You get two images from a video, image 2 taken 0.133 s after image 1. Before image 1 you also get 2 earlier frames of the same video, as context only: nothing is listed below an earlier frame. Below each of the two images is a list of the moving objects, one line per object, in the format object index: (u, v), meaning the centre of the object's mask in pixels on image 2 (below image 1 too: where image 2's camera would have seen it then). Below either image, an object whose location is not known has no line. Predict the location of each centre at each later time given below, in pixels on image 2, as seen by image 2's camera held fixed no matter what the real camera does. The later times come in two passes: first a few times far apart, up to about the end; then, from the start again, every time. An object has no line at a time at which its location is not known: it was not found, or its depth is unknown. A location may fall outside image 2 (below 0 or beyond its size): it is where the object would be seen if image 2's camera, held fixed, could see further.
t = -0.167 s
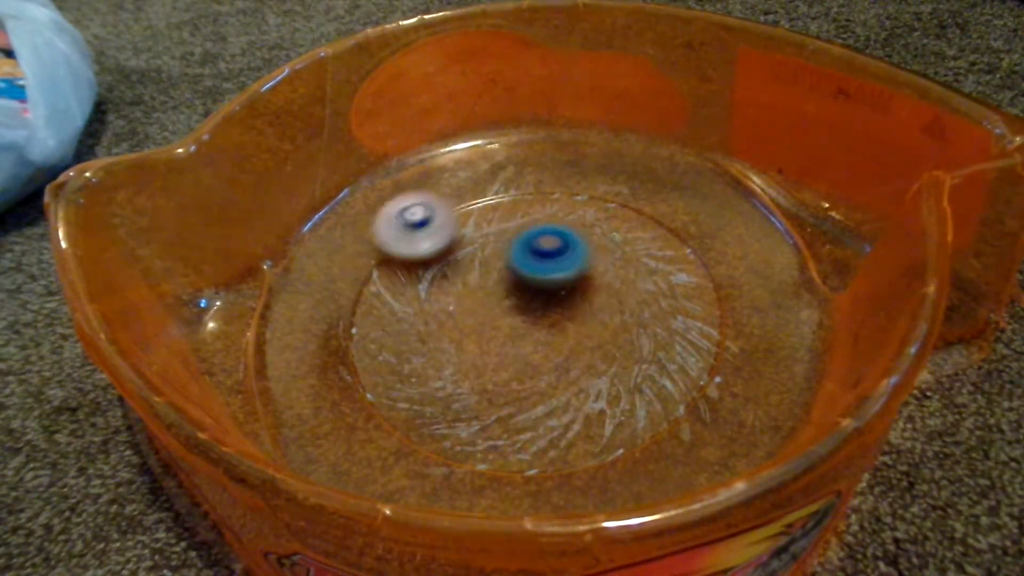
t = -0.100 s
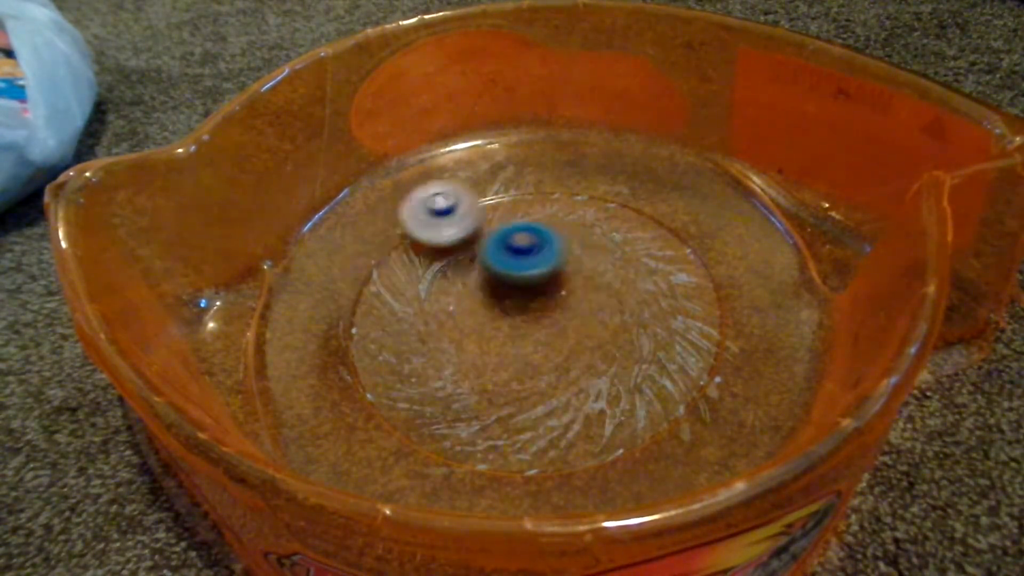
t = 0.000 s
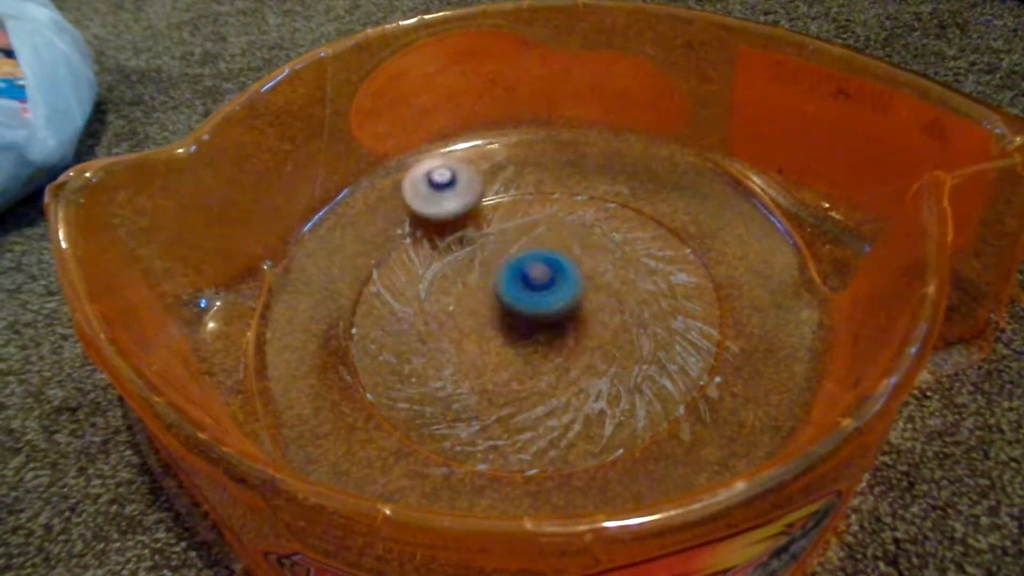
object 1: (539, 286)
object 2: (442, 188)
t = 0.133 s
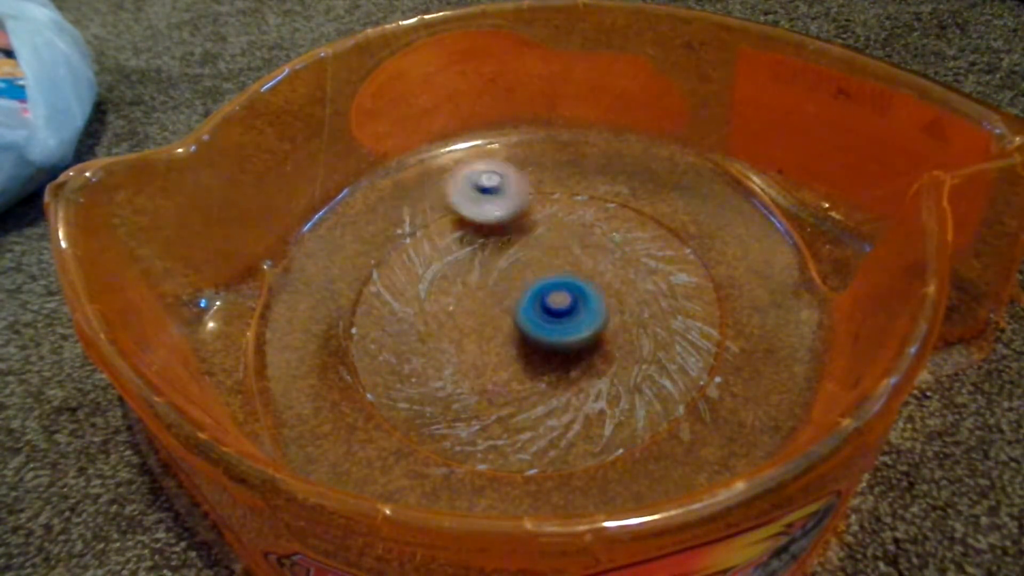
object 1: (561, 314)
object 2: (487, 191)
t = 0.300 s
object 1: (582, 318)
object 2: (535, 247)
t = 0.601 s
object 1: (689, 329)
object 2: (420, 220)
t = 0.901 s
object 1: (601, 299)
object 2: (443, 234)
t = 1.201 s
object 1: (586, 389)
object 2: (408, 271)
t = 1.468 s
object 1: (627, 393)
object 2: (421, 221)
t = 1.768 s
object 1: (548, 364)
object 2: (495, 285)
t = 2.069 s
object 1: (673, 443)
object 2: (418, 171)
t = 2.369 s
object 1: (606, 340)
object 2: (558, 226)
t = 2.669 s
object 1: (462, 367)
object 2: (594, 284)
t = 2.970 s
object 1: (394, 368)
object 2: (530, 395)
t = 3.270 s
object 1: (338, 306)
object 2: (645, 432)
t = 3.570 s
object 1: (418, 285)
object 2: (597, 388)
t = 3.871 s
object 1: (487, 238)
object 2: (554, 335)
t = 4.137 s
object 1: (550, 213)
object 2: (609, 269)
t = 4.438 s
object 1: (613, 220)
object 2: (626, 303)
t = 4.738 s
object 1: (643, 252)
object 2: (524, 283)
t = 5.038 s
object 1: (650, 294)
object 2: (524, 229)
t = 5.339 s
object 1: (607, 337)
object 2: (559, 271)
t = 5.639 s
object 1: (530, 387)
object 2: (461, 314)
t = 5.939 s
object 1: (492, 397)
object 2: (457, 266)
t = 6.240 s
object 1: (455, 368)
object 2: (532, 279)
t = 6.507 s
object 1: (457, 368)
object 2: (545, 320)
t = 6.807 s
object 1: (445, 387)
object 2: (696, 260)
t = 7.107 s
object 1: (475, 304)
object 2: (623, 312)
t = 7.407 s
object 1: (479, 228)
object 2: (521, 292)
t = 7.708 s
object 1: (488, 191)
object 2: (456, 253)
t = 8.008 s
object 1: (516, 204)
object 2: (410, 355)
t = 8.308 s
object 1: (591, 251)
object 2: (417, 346)
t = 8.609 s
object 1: (630, 312)
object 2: (510, 355)
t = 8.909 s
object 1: (709, 299)
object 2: (415, 395)
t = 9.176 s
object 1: (623, 302)
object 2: (454, 339)
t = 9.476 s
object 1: (615, 288)
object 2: (393, 305)
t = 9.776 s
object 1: (546, 279)
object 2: (433, 249)
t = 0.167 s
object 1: (566, 316)
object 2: (503, 198)
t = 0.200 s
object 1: (570, 318)
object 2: (514, 207)
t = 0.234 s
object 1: (574, 319)
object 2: (524, 219)
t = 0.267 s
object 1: (578, 319)
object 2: (530, 232)
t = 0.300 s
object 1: (582, 318)
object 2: (535, 247)
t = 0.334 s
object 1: (586, 318)
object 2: (535, 259)
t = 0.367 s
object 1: (618, 341)
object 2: (512, 256)
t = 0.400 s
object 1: (655, 367)
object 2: (484, 245)
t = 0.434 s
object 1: (685, 384)
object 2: (462, 237)
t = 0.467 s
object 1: (693, 381)
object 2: (446, 232)
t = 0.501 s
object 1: (697, 373)
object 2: (436, 230)
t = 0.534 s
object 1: (699, 363)
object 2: (430, 227)
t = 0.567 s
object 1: (695, 344)
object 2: (424, 223)
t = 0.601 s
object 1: (689, 329)
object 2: (420, 220)
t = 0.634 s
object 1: (682, 318)
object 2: (419, 218)
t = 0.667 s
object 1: (676, 309)
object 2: (422, 219)
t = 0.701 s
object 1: (668, 302)
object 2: (423, 220)
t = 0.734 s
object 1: (658, 297)
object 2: (424, 221)
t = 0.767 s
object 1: (647, 294)
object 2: (427, 223)
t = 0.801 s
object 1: (634, 294)
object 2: (430, 225)
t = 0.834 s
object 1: (623, 294)
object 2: (434, 227)
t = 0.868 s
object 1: (612, 296)
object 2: (438, 231)
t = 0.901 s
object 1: (601, 299)
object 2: (443, 234)
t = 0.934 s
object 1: (590, 303)
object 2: (448, 240)
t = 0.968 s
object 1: (580, 308)
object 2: (452, 247)
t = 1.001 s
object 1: (570, 313)
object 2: (457, 253)
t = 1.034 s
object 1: (560, 318)
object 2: (460, 263)
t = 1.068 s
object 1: (551, 324)
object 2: (464, 272)
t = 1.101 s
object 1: (543, 329)
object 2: (465, 284)
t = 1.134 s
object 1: (539, 338)
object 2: (460, 291)
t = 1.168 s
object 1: (563, 365)
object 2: (431, 281)
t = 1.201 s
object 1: (586, 389)
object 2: (408, 271)
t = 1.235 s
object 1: (603, 408)
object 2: (393, 261)
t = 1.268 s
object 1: (616, 421)
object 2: (385, 252)
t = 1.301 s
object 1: (626, 425)
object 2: (385, 242)
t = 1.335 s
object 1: (633, 416)
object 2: (394, 238)
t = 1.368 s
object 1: (635, 407)
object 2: (403, 234)
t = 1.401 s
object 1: (634, 401)
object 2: (409, 229)
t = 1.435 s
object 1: (632, 397)
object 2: (415, 225)
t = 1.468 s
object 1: (627, 393)
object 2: (421, 221)
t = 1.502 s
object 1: (620, 388)
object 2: (430, 220)
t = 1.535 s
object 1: (612, 383)
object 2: (439, 220)
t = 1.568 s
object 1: (602, 379)
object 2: (451, 223)
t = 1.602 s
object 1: (593, 376)
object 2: (461, 229)
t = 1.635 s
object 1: (583, 373)
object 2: (472, 237)
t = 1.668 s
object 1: (575, 371)
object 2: (482, 247)
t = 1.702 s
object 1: (566, 368)
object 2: (488, 258)
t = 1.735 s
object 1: (557, 367)
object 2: (493, 273)
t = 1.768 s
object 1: (548, 364)
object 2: (495, 285)
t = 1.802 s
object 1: (540, 364)
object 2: (493, 298)
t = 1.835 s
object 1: (559, 399)
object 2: (470, 285)
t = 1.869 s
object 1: (593, 441)
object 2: (438, 255)
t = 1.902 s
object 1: (610, 445)
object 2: (415, 229)
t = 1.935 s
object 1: (627, 459)
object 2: (402, 209)
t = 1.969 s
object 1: (638, 462)
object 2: (398, 192)
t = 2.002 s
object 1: (651, 458)
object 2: (400, 182)
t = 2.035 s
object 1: (664, 451)
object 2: (407, 175)
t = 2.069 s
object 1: (673, 443)
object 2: (418, 171)
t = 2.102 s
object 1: (679, 430)
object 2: (431, 170)
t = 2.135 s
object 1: (680, 416)
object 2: (452, 170)
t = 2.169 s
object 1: (678, 402)
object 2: (470, 172)
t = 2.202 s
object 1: (673, 387)
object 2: (491, 176)
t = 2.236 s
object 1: (665, 372)
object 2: (509, 182)
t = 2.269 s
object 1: (652, 361)
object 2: (527, 190)
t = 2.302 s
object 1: (636, 352)
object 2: (538, 200)
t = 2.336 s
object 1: (623, 345)
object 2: (549, 212)
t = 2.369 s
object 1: (606, 340)
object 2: (558, 226)
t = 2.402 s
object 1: (591, 334)
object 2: (566, 237)
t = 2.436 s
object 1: (576, 329)
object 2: (573, 250)
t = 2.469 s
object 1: (559, 333)
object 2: (578, 257)
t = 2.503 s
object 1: (542, 347)
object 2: (581, 254)
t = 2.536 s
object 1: (524, 354)
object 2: (585, 253)
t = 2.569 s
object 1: (506, 360)
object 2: (588, 258)
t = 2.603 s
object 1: (489, 363)
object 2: (589, 265)
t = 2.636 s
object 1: (474, 365)
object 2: (592, 273)
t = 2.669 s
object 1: (462, 367)
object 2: (594, 284)
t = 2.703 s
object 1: (452, 367)
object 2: (595, 295)
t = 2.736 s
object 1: (442, 367)
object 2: (594, 310)
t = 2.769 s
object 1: (432, 368)
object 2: (592, 323)
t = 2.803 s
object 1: (424, 367)
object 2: (586, 336)
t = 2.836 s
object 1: (415, 368)
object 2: (579, 349)
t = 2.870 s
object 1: (408, 368)
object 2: (569, 362)
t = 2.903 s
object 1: (401, 368)
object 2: (557, 375)
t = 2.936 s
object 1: (396, 368)
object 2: (545, 385)
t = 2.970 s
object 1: (394, 368)
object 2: (530, 395)
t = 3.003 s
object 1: (393, 368)
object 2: (513, 402)
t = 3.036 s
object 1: (393, 368)
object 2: (495, 406)
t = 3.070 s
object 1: (381, 362)
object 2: (494, 416)
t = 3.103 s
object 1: (346, 341)
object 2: (534, 435)
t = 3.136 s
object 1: (333, 324)
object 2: (569, 448)
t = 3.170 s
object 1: (329, 313)
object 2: (599, 451)
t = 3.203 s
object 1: (328, 306)
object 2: (623, 448)
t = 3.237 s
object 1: (332, 305)
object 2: (638, 441)
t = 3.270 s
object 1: (338, 306)
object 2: (645, 432)
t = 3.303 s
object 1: (347, 309)
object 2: (645, 422)
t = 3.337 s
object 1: (358, 314)
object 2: (643, 411)
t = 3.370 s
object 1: (368, 316)
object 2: (637, 402)
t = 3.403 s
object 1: (378, 315)
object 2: (630, 396)
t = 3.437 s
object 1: (387, 311)
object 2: (622, 390)
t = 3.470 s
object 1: (394, 305)
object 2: (616, 387)
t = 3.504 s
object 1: (402, 298)
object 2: (610, 387)
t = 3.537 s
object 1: (410, 291)
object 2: (603, 388)
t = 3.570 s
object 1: (418, 285)
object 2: (597, 388)
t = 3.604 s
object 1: (425, 278)
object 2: (591, 388)
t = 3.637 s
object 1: (433, 272)
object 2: (584, 386)
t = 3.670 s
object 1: (441, 266)
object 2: (577, 383)
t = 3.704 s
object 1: (448, 260)
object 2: (570, 379)
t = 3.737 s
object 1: (455, 255)
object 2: (562, 373)
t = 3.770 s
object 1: (463, 250)
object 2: (558, 364)
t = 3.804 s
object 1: (471, 246)
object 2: (555, 354)
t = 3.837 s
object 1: (479, 241)
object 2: (554, 344)
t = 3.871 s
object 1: (487, 238)
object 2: (554, 335)
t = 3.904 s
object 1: (495, 234)
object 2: (557, 324)
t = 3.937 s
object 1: (503, 230)
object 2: (561, 314)
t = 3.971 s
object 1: (512, 226)
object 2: (567, 304)
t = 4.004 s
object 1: (520, 223)
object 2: (573, 295)
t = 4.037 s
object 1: (528, 220)
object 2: (581, 287)
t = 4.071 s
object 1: (535, 217)
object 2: (591, 280)
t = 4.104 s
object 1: (543, 215)
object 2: (600, 274)
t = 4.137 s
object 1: (550, 213)
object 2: (609, 269)
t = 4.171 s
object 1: (557, 212)
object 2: (619, 267)
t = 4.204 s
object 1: (565, 211)
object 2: (628, 266)
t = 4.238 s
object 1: (573, 212)
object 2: (635, 267)
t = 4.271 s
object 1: (580, 212)
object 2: (641, 271)
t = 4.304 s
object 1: (588, 214)
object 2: (646, 276)
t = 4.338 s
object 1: (594, 216)
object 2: (646, 283)
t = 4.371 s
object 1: (601, 218)
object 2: (643, 290)
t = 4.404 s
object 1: (608, 220)
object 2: (636, 298)
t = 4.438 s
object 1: (613, 220)
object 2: (626, 303)
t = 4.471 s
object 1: (614, 222)
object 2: (614, 307)
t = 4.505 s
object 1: (614, 225)
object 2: (601, 308)
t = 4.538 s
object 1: (616, 229)
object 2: (590, 307)
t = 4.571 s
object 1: (620, 233)
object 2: (579, 304)
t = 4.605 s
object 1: (623, 238)
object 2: (569, 301)
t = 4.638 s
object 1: (627, 242)
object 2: (557, 297)
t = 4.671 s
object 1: (634, 245)
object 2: (543, 295)
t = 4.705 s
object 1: (639, 248)
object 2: (533, 289)
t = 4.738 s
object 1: (643, 252)
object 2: (524, 283)
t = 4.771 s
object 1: (645, 257)
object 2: (518, 275)
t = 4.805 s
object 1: (647, 261)
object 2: (512, 268)
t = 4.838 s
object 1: (649, 265)
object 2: (509, 260)
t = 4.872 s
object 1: (651, 270)
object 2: (508, 254)
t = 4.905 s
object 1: (653, 275)
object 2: (508, 248)
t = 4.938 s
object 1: (653, 279)
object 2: (510, 242)
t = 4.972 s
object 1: (653, 284)
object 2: (513, 236)
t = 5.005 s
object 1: (652, 290)
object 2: (518, 231)
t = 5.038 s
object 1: (650, 294)
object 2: (524, 229)
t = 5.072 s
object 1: (649, 299)
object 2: (531, 228)
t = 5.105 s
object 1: (646, 304)
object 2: (537, 228)
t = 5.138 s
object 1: (643, 308)
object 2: (546, 230)
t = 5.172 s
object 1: (638, 313)
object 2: (554, 234)
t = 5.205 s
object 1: (633, 318)
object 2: (560, 240)
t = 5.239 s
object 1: (627, 322)
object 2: (563, 245)
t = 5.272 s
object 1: (621, 328)
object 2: (564, 255)
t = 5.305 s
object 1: (614, 332)
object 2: (562, 264)
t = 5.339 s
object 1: (607, 337)
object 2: (559, 271)
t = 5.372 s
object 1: (599, 343)
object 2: (551, 279)
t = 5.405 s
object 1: (590, 349)
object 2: (542, 288)
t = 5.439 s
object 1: (580, 355)
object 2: (533, 294)
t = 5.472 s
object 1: (571, 361)
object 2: (522, 299)
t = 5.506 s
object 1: (562, 366)
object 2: (510, 305)
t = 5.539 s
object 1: (553, 372)
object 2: (498, 309)
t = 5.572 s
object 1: (545, 377)
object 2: (485, 313)
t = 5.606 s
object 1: (537, 383)
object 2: (473, 314)
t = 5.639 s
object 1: (530, 387)
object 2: (461, 314)
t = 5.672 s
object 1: (523, 391)
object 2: (450, 312)
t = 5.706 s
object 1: (518, 395)
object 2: (442, 308)
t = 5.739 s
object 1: (512, 398)
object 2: (435, 303)
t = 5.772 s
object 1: (507, 400)
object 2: (431, 296)
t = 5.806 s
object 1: (502, 402)
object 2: (431, 288)
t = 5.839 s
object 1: (498, 403)
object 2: (434, 281)
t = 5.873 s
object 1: (496, 403)
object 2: (440, 275)
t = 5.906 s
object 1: (494, 401)
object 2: (448, 268)
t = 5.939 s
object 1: (492, 397)
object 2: (457, 266)
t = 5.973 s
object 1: (489, 392)
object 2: (467, 264)
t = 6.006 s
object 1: (487, 386)
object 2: (477, 264)
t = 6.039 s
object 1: (485, 379)
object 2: (487, 267)
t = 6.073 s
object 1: (483, 373)
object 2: (497, 272)
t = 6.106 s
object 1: (481, 364)
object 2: (504, 278)
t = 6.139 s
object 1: (478, 355)
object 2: (511, 285)
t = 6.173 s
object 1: (470, 360)
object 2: (518, 282)
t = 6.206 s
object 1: (462, 365)
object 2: (526, 279)
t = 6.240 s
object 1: (455, 368)
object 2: (532, 279)
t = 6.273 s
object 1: (451, 371)
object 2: (536, 282)
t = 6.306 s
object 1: (446, 374)
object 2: (541, 284)
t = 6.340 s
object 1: (445, 376)
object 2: (545, 288)
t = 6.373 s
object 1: (444, 377)
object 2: (548, 294)
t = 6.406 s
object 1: (446, 377)
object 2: (549, 301)
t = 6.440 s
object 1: (450, 376)
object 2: (549, 308)
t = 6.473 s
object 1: (453, 372)
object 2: (548, 313)
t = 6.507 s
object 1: (457, 368)
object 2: (545, 320)
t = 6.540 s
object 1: (443, 370)
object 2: (552, 320)
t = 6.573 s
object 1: (405, 384)
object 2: (588, 301)
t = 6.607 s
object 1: (376, 392)
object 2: (617, 285)
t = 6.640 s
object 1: (371, 393)
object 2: (643, 271)
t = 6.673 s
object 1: (373, 395)
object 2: (662, 261)
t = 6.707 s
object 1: (382, 396)
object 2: (675, 256)
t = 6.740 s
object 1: (401, 395)
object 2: (684, 253)
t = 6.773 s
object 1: (426, 393)
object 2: (691, 255)
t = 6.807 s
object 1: (445, 387)
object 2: (696, 260)
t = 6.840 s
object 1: (460, 380)
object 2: (700, 265)
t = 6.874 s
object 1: (469, 372)
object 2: (701, 273)
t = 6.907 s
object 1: (474, 364)
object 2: (697, 282)
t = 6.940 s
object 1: (476, 353)
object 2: (690, 290)
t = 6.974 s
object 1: (476, 343)
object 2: (679, 297)
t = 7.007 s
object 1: (476, 334)
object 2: (667, 303)
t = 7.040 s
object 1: (475, 324)
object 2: (652, 309)
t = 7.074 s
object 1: (475, 314)
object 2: (637, 311)
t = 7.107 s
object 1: (475, 304)
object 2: (623, 312)
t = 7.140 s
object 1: (475, 295)
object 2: (609, 312)
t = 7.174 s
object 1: (477, 285)
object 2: (595, 311)
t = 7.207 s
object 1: (478, 276)
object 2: (582, 308)
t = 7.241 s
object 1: (479, 267)
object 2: (569, 305)
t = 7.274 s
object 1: (480, 260)
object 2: (557, 302)
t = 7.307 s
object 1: (481, 252)
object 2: (548, 299)
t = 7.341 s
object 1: (479, 242)
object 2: (541, 298)
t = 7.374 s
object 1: (479, 234)
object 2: (532, 295)
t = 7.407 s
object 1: (479, 228)
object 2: (521, 292)
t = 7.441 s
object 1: (479, 222)
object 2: (512, 288)
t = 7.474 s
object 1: (481, 215)
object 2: (502, 285)
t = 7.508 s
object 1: (481, 211)
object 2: (493, 281)
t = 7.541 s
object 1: (482, 207)
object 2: (484, 277)
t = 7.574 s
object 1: (483, 202)
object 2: (476, 272)
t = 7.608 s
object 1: (484, 199)
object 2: (470, 267)
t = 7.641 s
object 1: (485, 197)
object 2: (464, 262)
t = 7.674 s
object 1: (486, 194)
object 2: (460, 257)
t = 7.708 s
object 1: (488, 191)
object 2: (456, 253)
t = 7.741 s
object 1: (489, 188)
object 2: (454, 249)
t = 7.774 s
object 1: (491, 186)
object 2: (448, 259)
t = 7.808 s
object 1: (498, 177)
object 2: (436, 281)
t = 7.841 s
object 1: (502, 177)
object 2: (429, 299)
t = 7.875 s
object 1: (505, 180)
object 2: (423, 318)
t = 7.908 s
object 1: (506, 185)
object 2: (418, 332)
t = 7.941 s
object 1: (508, 193)
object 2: (415, 343)
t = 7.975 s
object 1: (511, 199)
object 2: (413, 350)
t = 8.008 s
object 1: (516, 204)
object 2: (410, 355)
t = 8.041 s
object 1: (523, 208)
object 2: (406, 358)
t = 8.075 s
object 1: (531, 211)
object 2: (403, 359)
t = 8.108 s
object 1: (539, 216)
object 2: (399, 360)
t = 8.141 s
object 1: (549, 220)
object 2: (396, 359)
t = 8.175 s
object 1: (557, 225)
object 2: (396, 357)
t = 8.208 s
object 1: (567, 232)
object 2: (399, 355)
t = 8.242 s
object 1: (576, 238)
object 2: (403, 351)
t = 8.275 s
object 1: (584, 245)
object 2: (409, 349)
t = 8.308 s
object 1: (591, 251)
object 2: (417, 346)
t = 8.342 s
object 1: (598, 257)
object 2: (428, 343)
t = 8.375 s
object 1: (606, 264)
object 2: (438, 342)
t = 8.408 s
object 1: (611, 270)
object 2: (450, 341)
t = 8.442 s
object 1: (616, 278)
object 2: (461, 342)
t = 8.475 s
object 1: (620, 284)
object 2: (472, 345)
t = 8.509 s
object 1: (623, 291)
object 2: (481, 346)
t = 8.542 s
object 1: (626, 298)
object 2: (492, 348)
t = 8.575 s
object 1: (628, 304)
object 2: (501, 351)
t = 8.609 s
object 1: (630, 312)
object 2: (510, 355)
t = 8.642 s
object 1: (630, 319)
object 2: (519, 357)
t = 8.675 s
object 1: (630, 326)
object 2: (528, 360)
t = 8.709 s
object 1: (633, 328)
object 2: (526, 365)
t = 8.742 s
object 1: (666, 319)
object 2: (497, 379)
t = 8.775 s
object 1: (689, 311)
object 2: (466, 391)
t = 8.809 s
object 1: (702, 306)
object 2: (444, 398)
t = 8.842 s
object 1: (709, 302)
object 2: (427, 401)
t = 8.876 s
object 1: (710, 301)
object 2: (419, 399)
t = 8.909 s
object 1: (709, 299)
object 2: (415, 395)
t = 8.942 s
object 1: (704, 297)
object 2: (413, 387)
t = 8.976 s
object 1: (697, 297)
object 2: (414, 380)
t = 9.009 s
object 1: (686, 297)
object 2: (417, 372)
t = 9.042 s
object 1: (675, 298)
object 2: (423, 364)
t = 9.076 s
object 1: (662, 299)
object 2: (431, 356)
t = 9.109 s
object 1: (648, 300)
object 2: (439, 350)
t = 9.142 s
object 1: (636, 300)
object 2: (447, 343)
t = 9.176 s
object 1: (623, 302)
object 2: (454, 339)
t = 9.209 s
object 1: (609, 304)
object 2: (463, 333)
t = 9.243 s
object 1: (596, 304)
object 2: (471, 328)
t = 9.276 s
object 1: (583, 305)
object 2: (479, 323)
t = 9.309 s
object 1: (592, 304)
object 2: (460, 321)
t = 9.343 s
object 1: (610, 300)
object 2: (436, 320)
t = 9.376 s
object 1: (620, 297)
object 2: (416, 317)
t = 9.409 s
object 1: (622, 294)
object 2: (401, 313)
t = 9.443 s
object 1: (619, 291)
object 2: (394, 310)
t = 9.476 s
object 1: (615, 288)
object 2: (393, 305)
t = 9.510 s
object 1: (609, 285)
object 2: (395, 300)
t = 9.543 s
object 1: (602, 282)
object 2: (399, 292)
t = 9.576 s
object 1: (594, 280)
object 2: (402, 285)
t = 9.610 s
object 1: (587, 279)
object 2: (405, 280)
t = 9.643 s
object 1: (579, 278)
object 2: (410, 272)
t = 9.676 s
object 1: (571, 278)
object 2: (415, 266)
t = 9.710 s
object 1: (563, 278)
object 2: (420, 260)
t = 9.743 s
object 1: (555, 278)
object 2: (427, 255)
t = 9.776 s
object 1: (546, 279)
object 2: (433, 249)
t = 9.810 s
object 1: (539, 279)
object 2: (439, 246)
